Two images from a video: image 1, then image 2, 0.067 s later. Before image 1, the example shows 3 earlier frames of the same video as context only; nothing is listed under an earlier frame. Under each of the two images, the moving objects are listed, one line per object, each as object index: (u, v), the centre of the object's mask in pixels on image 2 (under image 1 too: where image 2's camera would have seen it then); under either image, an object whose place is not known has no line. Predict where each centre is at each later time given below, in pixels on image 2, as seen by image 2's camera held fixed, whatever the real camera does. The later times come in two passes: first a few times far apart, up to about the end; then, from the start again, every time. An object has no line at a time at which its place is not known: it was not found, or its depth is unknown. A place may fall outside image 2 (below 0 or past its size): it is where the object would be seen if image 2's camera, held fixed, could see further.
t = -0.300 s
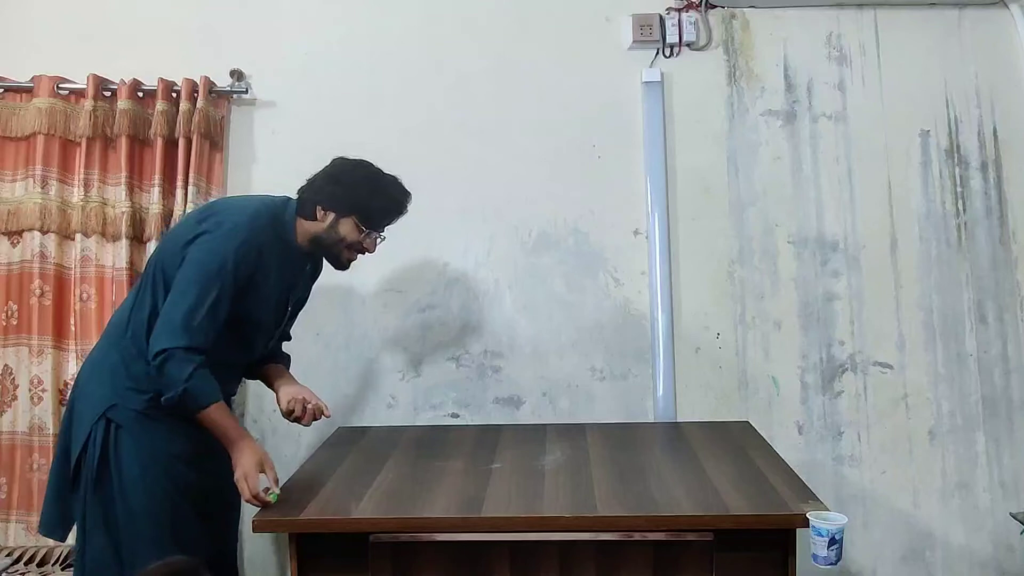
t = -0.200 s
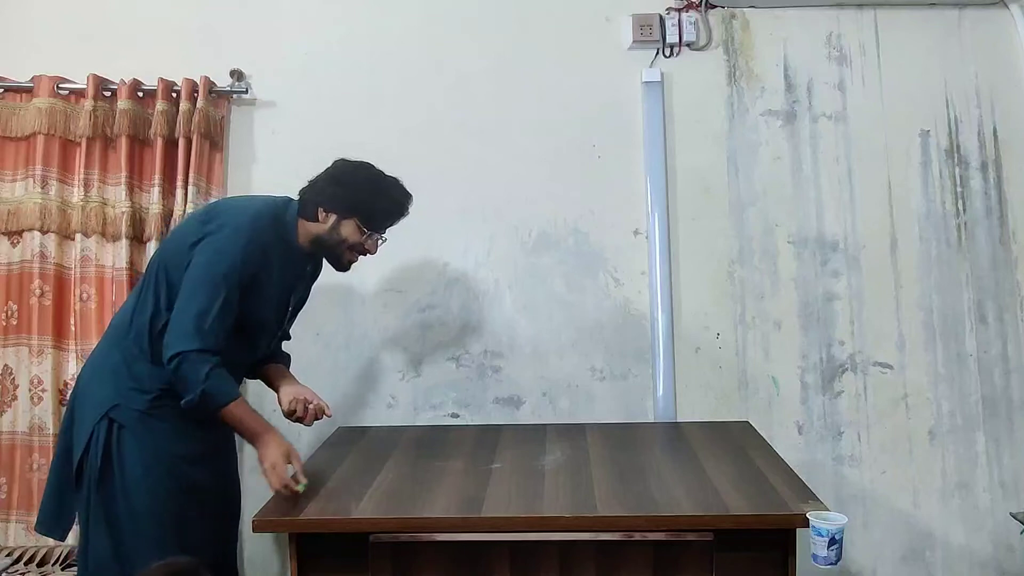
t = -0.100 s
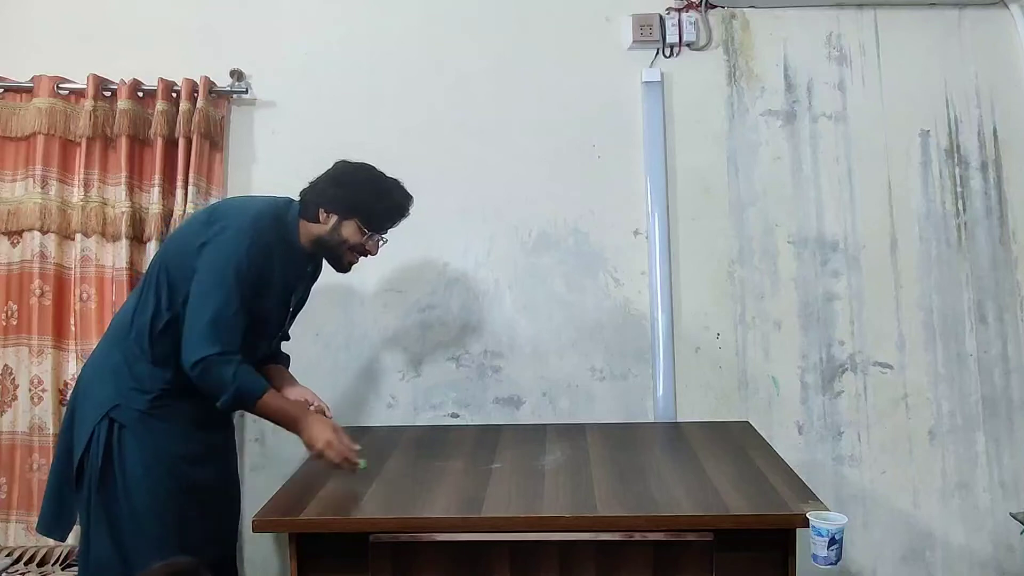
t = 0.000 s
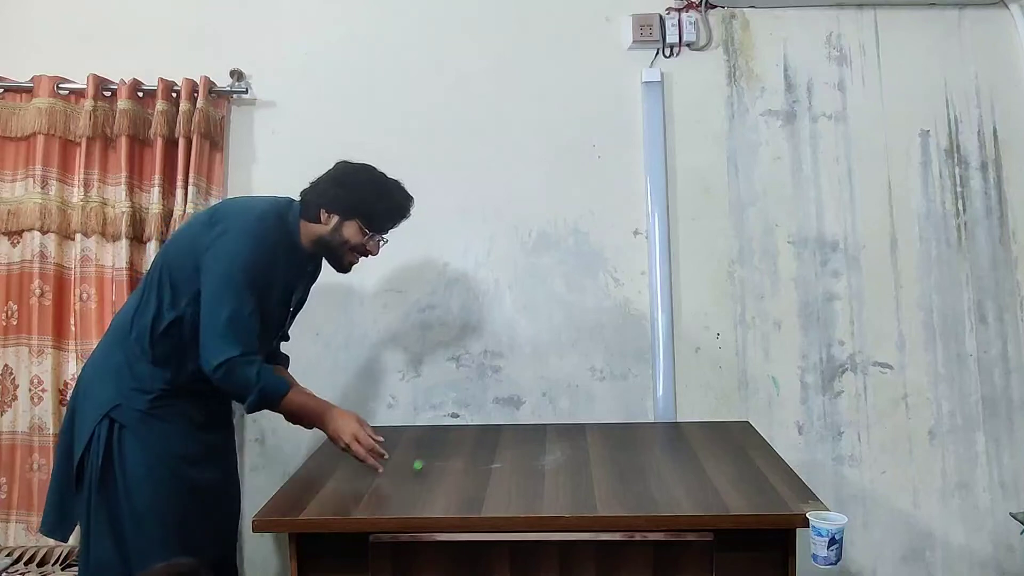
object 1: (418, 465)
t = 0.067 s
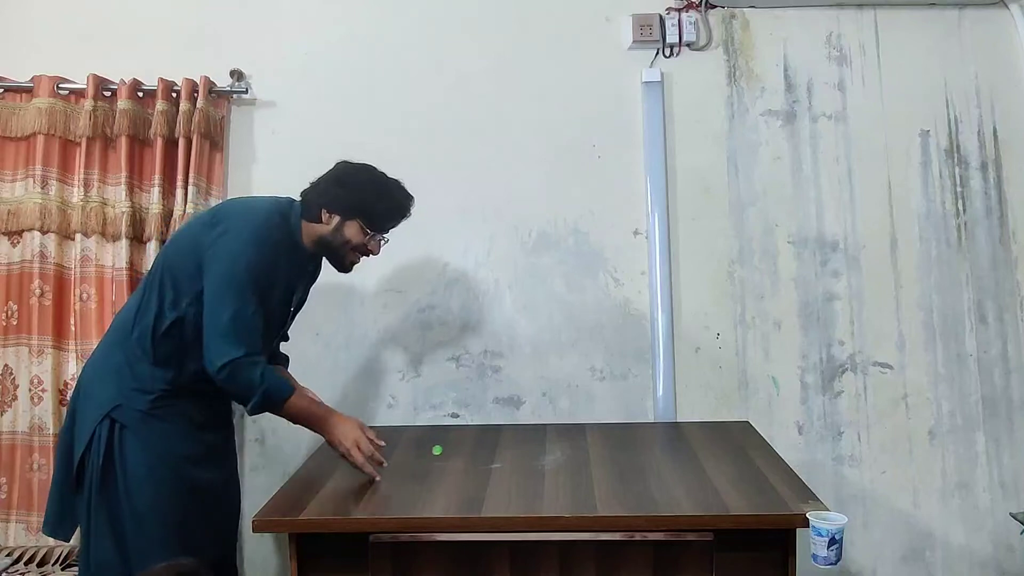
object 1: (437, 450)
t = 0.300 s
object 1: (519, 450)
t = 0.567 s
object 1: (607, 454)
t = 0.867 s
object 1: (722, 473)
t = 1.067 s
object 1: (821, 506)
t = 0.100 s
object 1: (446, 449)
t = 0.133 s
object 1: (455, 453)
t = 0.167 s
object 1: (465, 457)
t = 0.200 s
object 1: (479, 449)
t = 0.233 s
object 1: (492, 445)
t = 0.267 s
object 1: (505, 445)
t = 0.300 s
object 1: (519, 450)
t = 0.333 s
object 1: (531, 448)
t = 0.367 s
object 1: (541, 445)
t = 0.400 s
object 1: (550, 445)
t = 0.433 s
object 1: (561, 449)
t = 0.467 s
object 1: (572, 450)
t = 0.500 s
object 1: (583, 447)
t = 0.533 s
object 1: (595, 449)
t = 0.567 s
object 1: (607, 454)
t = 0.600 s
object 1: (619, 453)
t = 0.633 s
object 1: (630, 452)
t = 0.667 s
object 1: (643, 457)
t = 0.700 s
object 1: (655, 460)
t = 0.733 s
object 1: (668, 459)
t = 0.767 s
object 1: (680, 463)
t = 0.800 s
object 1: (694, 469)
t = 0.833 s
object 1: (707, 469)
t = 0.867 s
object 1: (722, 473)
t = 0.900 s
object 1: (737, 479)
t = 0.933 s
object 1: (752, 480)
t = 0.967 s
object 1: (768, 487)
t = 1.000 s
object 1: (785, 492)
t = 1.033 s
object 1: (802, 496)
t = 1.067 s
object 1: (821, 506)
